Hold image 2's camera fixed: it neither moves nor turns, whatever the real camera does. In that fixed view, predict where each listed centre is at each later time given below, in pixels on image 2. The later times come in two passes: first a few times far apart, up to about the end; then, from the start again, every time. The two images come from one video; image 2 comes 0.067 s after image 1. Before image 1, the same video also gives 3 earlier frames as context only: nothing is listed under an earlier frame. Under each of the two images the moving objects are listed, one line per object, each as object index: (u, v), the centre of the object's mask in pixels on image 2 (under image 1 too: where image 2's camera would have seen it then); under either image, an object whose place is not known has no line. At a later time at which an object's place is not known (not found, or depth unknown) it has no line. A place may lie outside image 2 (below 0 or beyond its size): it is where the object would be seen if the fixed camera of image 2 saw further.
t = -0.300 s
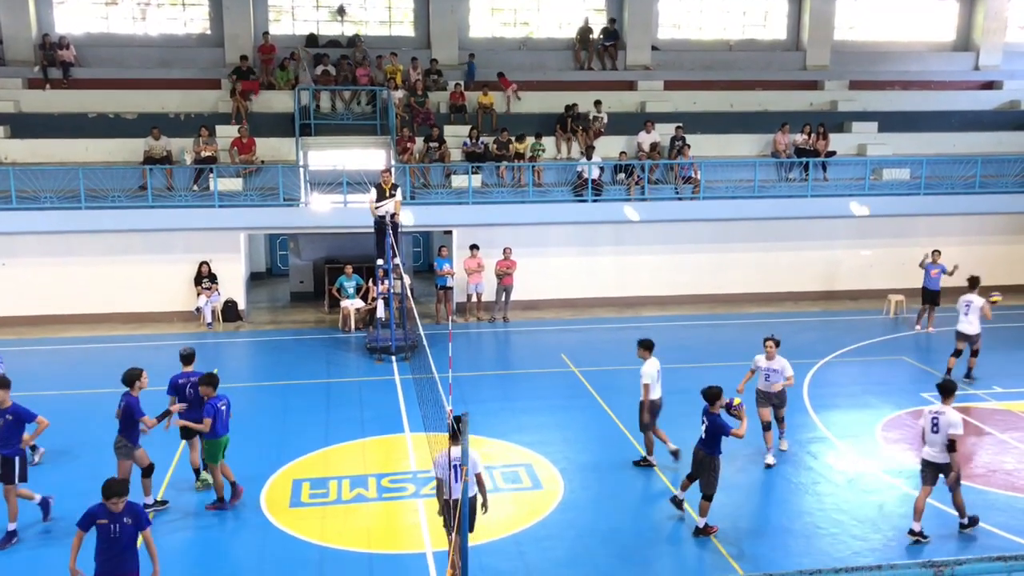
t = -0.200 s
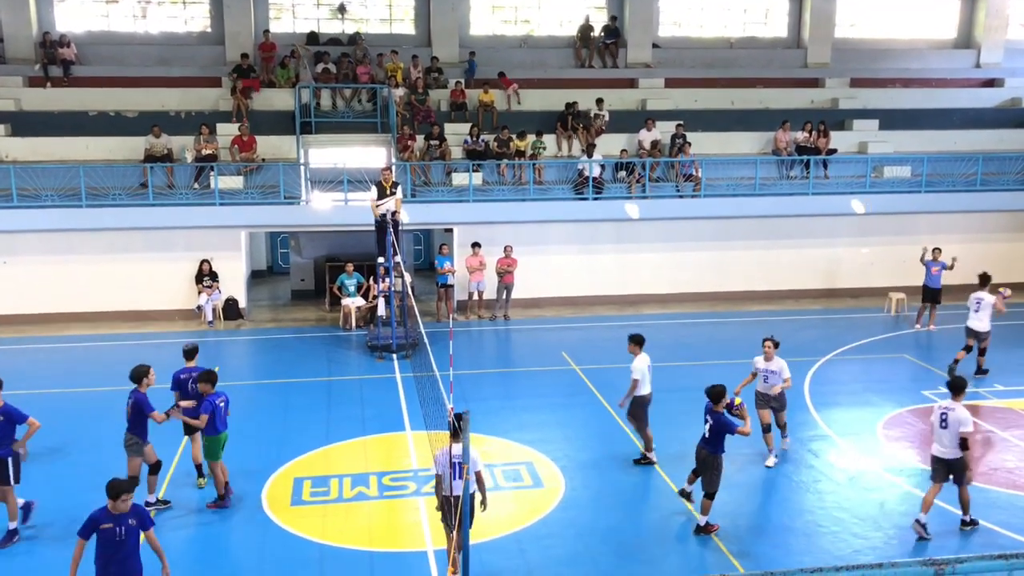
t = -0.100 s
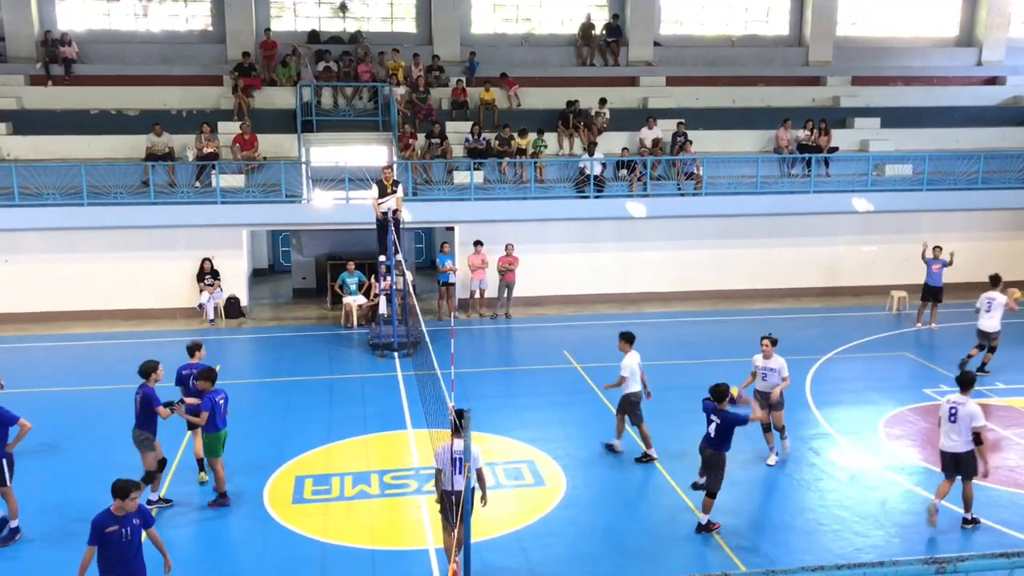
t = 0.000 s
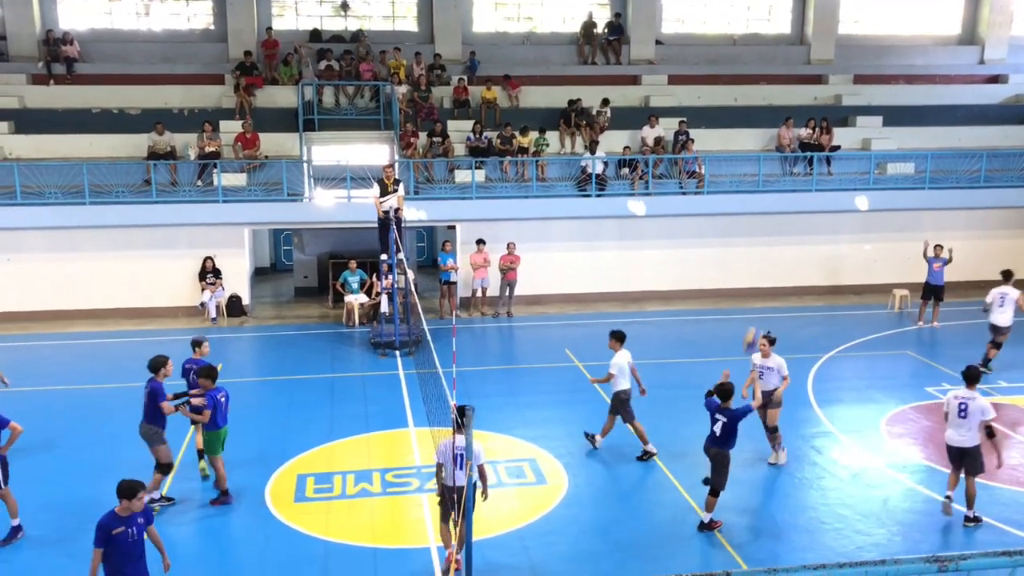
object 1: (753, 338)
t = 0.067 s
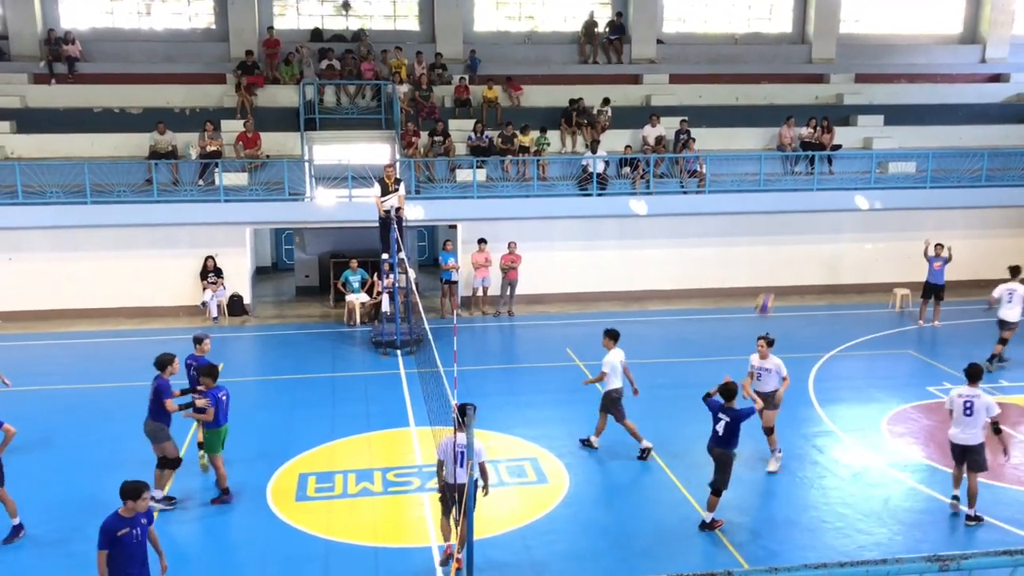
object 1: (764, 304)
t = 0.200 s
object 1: (783, 253)
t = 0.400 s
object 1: (805, 214)
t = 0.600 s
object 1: (821, 208)
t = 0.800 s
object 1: (833, 231)
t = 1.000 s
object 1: (841, 274)
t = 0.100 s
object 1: (770, 291)
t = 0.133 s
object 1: (774, 276)
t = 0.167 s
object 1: (779, 263)
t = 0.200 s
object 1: (783, 253)
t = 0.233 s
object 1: (788, 243)
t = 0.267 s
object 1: (792, 235)
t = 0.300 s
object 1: (795, 228)
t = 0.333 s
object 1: (798, 222)
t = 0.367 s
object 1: (802, 217)
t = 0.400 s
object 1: (805, 214)
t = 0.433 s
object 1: (809, 210)
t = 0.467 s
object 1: (811, 208)
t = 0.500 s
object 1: (814, 207)
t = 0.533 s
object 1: (816, 207)
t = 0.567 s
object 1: (819, 207)
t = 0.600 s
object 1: (821, 208)
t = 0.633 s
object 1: (823, 210)
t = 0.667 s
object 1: (825, 213)
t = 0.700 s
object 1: (827, 216)
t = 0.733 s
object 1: (829, 221)
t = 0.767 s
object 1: (831, 225)
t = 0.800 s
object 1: (833, 231)
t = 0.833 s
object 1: (834, 237)
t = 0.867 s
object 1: (836, 243)
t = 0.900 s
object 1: (837, 251)
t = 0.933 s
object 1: (838, 259)
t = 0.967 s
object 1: (840, 266)
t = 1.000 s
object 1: (841, 274)
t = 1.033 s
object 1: (842, 284)
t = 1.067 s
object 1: (844, 292)
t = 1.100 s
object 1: (845, 302)
